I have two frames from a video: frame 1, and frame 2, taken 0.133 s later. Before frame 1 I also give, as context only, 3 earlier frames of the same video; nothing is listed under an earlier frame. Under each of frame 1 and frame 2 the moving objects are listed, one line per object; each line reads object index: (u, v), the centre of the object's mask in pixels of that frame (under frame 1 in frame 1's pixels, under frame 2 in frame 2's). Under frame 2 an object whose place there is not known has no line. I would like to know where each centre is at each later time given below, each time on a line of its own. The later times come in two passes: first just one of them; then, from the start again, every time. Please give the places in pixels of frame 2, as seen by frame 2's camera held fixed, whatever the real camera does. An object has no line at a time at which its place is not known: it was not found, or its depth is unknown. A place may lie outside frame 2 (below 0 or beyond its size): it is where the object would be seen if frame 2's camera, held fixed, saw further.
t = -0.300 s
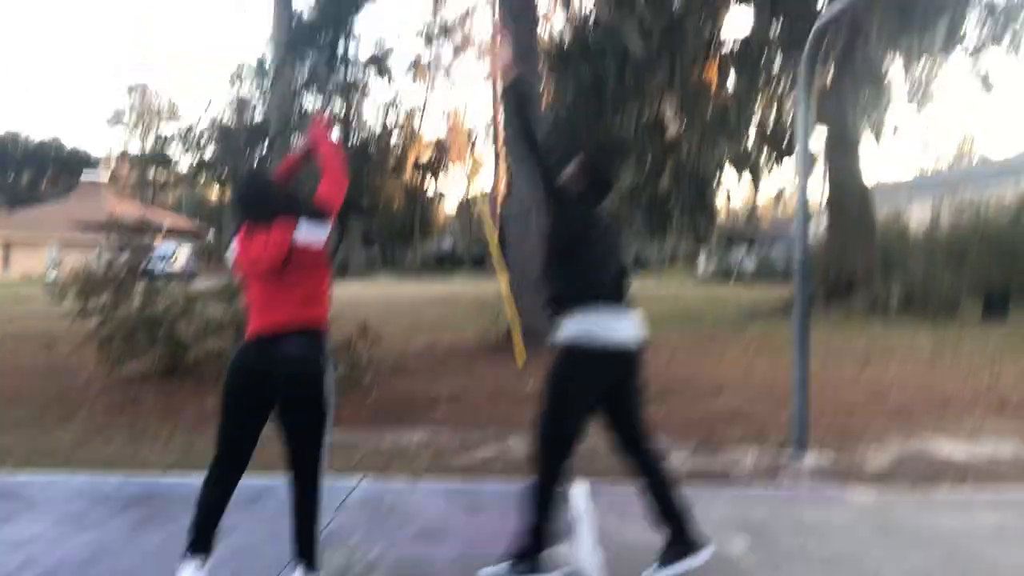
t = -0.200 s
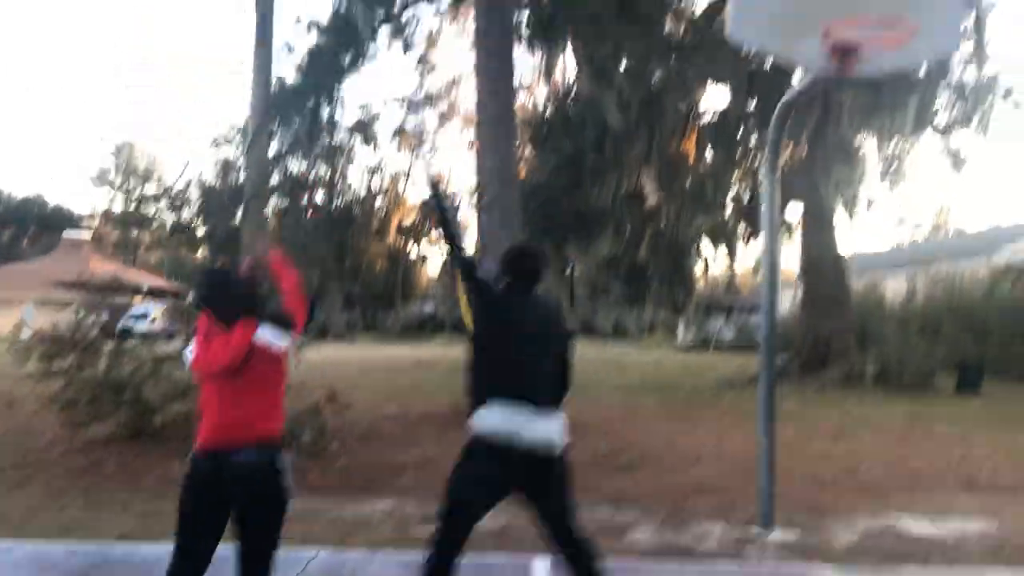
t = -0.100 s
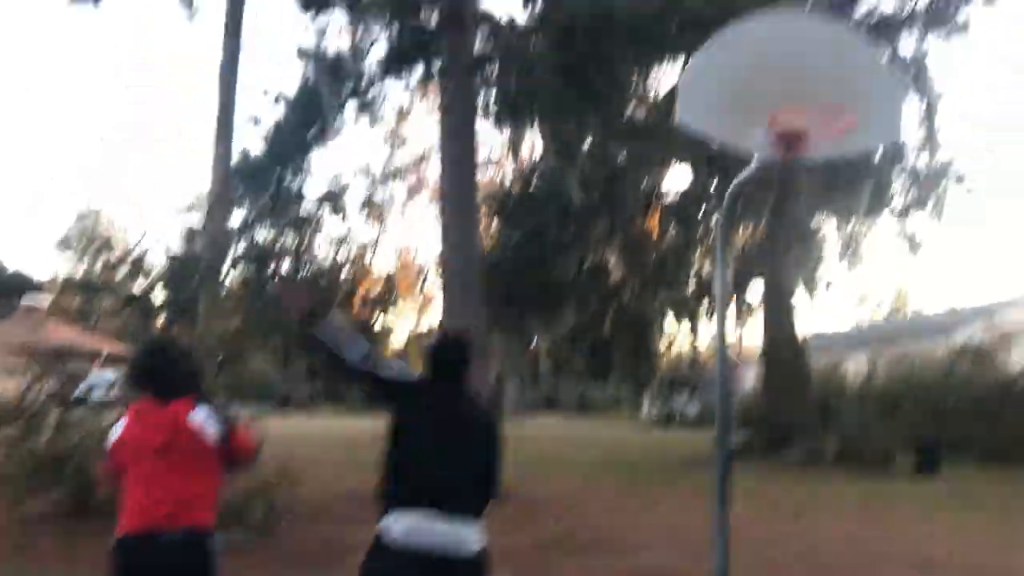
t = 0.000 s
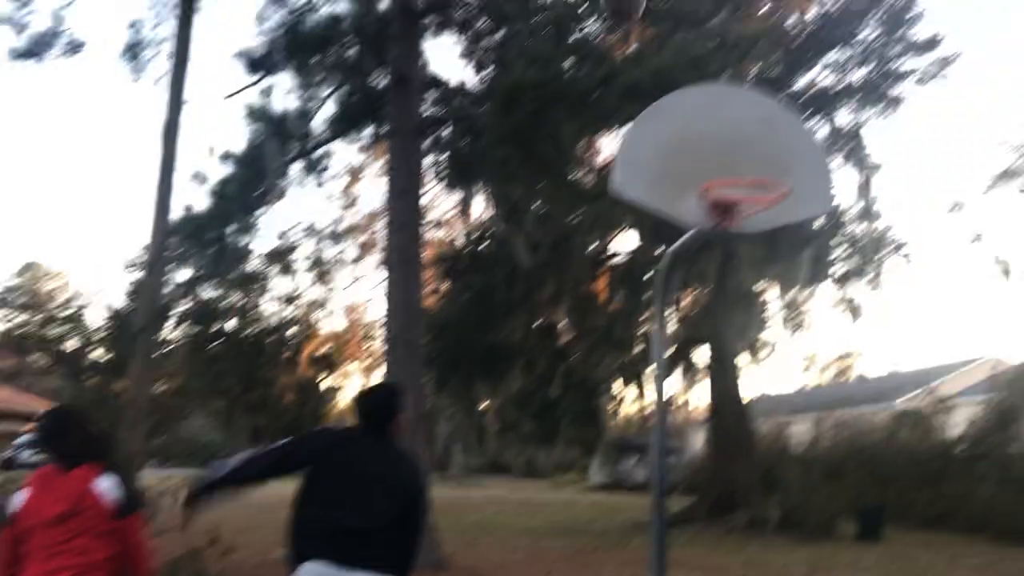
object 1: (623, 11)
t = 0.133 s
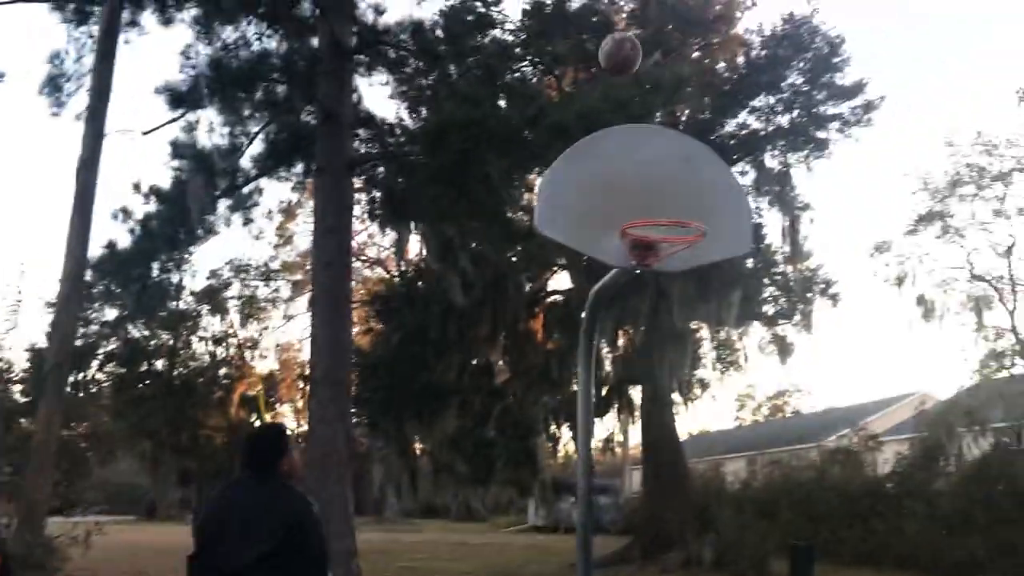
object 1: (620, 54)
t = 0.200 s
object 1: (655, 72)
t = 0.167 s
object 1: (637, 61)
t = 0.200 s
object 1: (655, 72)
